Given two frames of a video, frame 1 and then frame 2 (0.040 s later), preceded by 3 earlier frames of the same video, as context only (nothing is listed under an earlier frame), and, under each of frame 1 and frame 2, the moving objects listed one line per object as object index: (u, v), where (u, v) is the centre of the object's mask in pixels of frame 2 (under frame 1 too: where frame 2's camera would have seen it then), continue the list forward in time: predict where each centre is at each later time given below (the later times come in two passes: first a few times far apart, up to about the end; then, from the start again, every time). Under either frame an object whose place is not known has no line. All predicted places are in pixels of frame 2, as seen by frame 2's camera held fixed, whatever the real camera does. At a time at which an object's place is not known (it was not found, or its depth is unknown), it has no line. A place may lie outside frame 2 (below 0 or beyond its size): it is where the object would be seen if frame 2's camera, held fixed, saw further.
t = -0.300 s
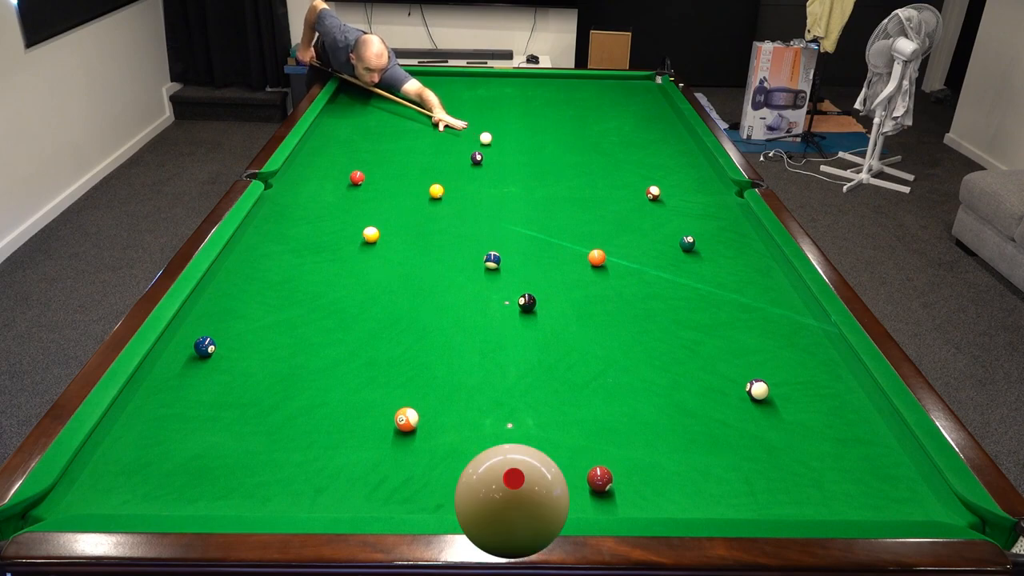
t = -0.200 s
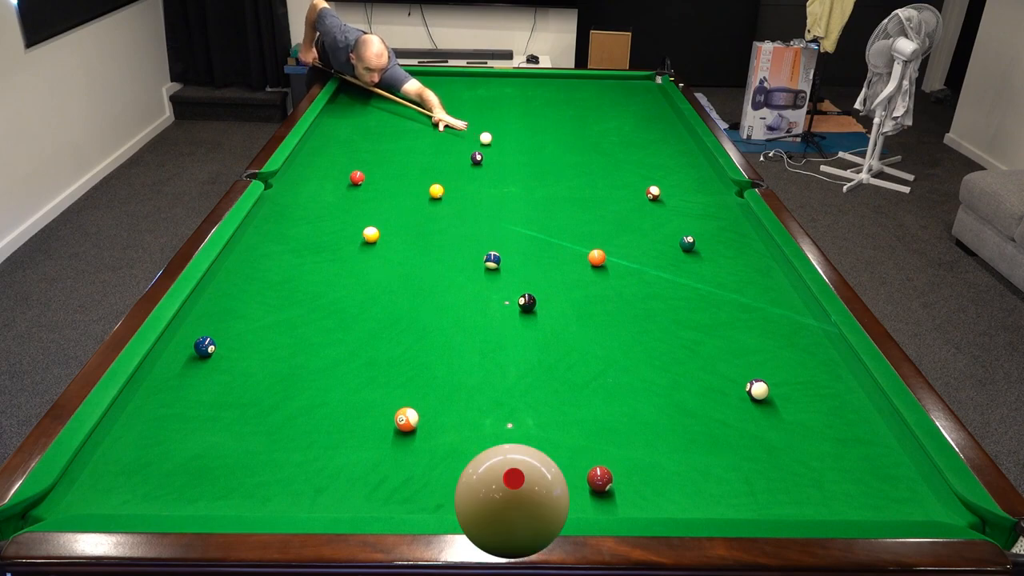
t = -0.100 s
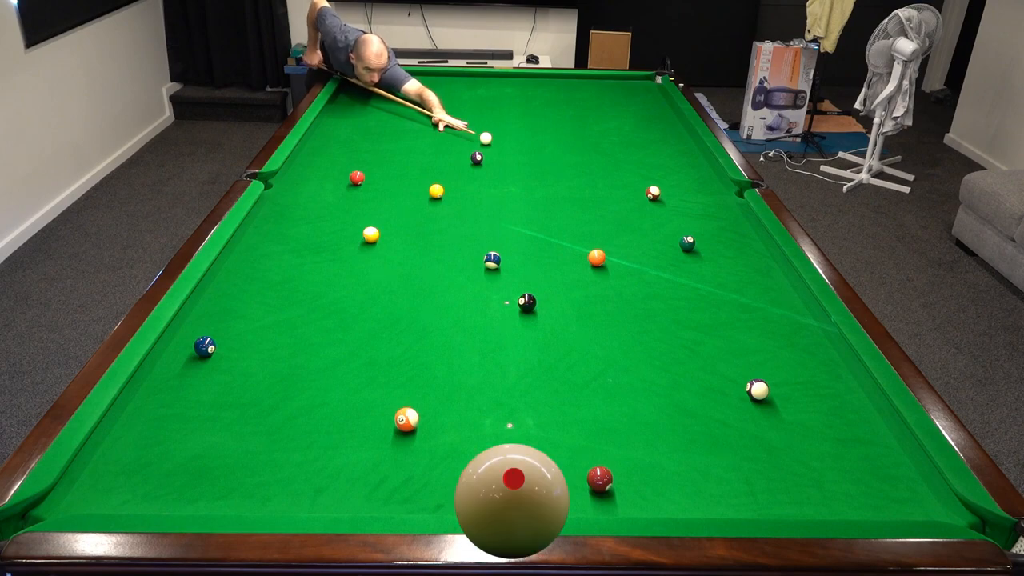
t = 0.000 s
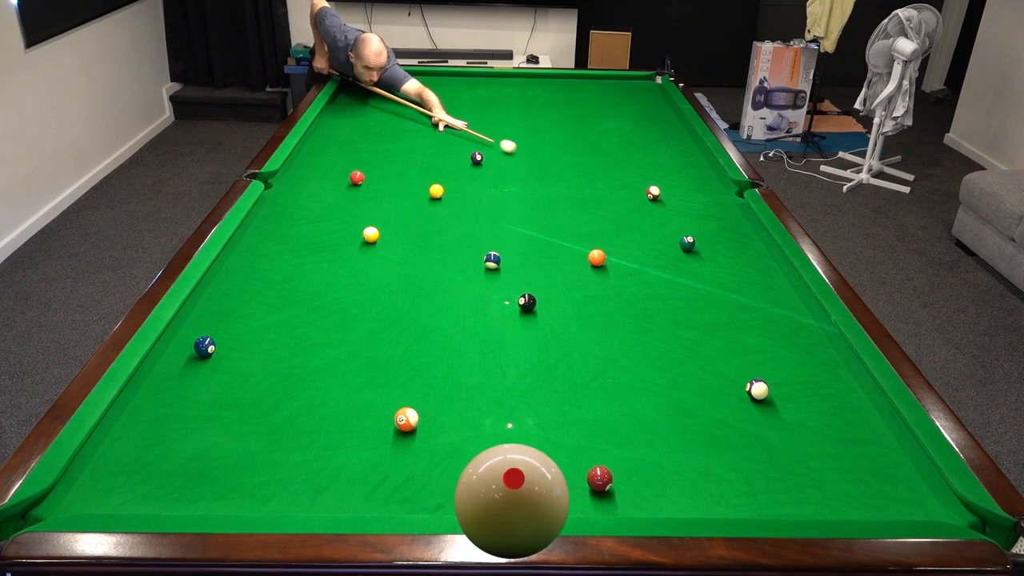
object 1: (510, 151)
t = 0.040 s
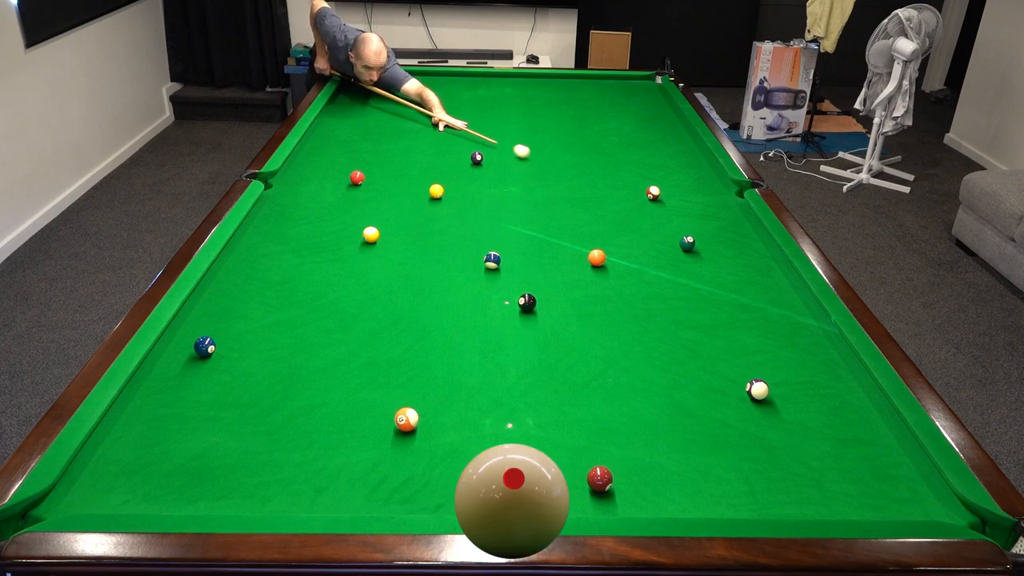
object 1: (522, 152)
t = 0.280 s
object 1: (598, 179)
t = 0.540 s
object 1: (671, 213)
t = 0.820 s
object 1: (749, 259)
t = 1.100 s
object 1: (800, 311)
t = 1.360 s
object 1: (801, 362)
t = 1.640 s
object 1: (802, 428)
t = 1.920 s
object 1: (802, 508)
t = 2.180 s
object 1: (741, 460)
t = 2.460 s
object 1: (688, 415)
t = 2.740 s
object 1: (643, 377)
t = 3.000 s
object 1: (608, 348)
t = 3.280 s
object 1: (575, 322)
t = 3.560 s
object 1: (547, 299)
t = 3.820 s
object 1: (524, 281)
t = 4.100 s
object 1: (505, 265)
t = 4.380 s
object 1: (507, 260)
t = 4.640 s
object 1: (508, 256)
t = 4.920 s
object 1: (508, 253)
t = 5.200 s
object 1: (509, 250)
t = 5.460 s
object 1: (510, 249)
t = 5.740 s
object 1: (510, 249)
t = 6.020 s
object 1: (510, 249)
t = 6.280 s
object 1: (510, 249)
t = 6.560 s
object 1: (510, 249)
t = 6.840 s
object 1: (510, 248)
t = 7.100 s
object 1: (510, 248)
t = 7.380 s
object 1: (510, 248)
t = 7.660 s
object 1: (510, 248)
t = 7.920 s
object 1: (510, 248)
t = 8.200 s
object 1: (510, 248)
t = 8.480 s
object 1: (510, 248)
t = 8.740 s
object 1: (510, 248)
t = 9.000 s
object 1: (510, 248)
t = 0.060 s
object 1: (528, 154)
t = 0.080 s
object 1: (535, 156)
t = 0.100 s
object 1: (541, 159)
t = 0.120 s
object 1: (548, 161)
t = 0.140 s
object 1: (555, 163)
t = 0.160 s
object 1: (561, 166)
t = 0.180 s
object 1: (567, 168)
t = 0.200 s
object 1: (573, 170)
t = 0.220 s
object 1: (580, 172)
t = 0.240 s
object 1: (586, 175)
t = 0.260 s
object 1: (592, 177)
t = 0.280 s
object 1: (598, 179)
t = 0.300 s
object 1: (605, 182)
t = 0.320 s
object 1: (611, 184)
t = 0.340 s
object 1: (618, 186)
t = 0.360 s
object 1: (625, 189)
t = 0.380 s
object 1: (631, 191)
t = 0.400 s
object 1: (638, 193)
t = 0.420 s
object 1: (643, 196)
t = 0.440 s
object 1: (647, 199)
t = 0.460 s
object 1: (651, 202)
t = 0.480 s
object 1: (656, 205)
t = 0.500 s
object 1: (661, 208)
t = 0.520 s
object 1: (666, 211)
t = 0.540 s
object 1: (671, 213)
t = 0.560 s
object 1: (676, 216)
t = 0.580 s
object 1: (681, 219)
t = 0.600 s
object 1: (686, 222)
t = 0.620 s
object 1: (691, 225)
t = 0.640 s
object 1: (697, 229)
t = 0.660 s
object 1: (702, 232)
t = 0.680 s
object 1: (708, 235)
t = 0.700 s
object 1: (713, 239)
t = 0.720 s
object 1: (719, 242)
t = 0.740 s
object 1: (725, 246)
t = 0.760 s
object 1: (730, 249)
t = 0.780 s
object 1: (737, 252)
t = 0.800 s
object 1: (743, 256)
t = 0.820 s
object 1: (749, 259)
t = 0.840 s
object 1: (755, 263)
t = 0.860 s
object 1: (761, 267)
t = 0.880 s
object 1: (768, 271)
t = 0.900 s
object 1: (774, 275)
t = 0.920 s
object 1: (781, 279)
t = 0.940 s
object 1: (788, 283)
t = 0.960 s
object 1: (794, 287)
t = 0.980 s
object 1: (801, 291)
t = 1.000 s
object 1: (803, 294)
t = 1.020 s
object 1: (802, 298)
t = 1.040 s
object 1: (801, 301)
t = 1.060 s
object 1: (800, 304)
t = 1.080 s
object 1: (800, 308)
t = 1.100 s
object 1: (800, 311)
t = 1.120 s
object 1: (800, 315)
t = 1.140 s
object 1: (800, 318)
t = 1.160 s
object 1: (800, 322)
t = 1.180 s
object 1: (800, 326)
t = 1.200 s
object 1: (801, 330)
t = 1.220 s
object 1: (801, 333)
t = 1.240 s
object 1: (801, 337)
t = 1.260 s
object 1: (801, 341)
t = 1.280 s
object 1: (801, 345)
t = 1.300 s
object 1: (801, 349)
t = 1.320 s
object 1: (801, 354)
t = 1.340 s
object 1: (801, 358)
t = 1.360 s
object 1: (801, 362)
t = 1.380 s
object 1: (801, 366)
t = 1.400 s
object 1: (801, 370)
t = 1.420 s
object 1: (801, 375)
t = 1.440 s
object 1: (801, 379)
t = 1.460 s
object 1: (801, 384)
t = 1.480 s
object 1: (801, 388)
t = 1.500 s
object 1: (801, 393)
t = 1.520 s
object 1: (801, 398)
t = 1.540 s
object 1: (801, 403)
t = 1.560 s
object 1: (802, 408)
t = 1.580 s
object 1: (802, 413)
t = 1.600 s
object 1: (802, 418)
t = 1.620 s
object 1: (802, 423)
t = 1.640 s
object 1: (802, 428)
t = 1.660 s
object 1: (802, 433)
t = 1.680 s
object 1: (802, 439)
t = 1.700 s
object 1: (802, 444)
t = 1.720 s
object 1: (802, 450)
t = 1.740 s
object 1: (802, 456)
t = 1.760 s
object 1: (802, 462)
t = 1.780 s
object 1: (802, 468)
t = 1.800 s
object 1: (802, 473)
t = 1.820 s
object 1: (802, 480)
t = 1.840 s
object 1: (802, 486)
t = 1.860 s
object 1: (802, 492)
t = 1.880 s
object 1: (802, 498)
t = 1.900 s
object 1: (803, 504)
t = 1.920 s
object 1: (802, 508)
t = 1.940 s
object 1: (798, 508)
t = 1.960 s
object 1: (793, 504)
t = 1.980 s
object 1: (788, 500)
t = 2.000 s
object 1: (782, 495)
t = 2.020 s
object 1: (777, 491)
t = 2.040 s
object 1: (773, 487)
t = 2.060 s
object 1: (768, 483)
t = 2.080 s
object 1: (763, 479)
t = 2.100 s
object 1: (759, 475)
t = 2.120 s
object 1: (754, 471)
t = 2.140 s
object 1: (750, 467)
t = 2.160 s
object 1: (746, 464)
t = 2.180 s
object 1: (741, 460)
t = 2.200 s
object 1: (737, 457)
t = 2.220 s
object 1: (733, 453)
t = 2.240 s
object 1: (729, 450)
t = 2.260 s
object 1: (725, 446)
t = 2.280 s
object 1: (721, 443)
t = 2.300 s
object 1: (717, 440)
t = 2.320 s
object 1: (713, 436)
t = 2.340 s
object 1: (709, 433)
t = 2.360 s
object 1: (706, 430)
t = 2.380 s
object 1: (702, 427)
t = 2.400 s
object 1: (698, 424)
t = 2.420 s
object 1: (695, 420)
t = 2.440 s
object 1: (691, 417)
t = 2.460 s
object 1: (688, 415)
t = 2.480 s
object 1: (684, 412)
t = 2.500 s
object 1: (681, 409)
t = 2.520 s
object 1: (677, 406)
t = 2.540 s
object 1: (674, 403)
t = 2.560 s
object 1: (671, 401)
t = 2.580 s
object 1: (667, 398)
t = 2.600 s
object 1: (664, 395)
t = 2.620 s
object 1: (661, 392)
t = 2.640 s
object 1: (658, 390)
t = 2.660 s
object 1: (655, 387)
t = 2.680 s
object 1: (652, 385)
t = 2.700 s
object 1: (649, 382)
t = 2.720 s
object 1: (646, 380)
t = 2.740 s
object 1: (643, 377)
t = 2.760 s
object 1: (640, 375)
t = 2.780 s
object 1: (637, 372)
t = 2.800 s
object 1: (634, 370)
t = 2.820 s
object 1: (631, 368)
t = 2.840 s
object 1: (629, 365)
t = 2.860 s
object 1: (626, 363)
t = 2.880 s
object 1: (623, 361)
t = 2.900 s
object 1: (621, 359)
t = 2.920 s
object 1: (618, 357)
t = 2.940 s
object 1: (615, 355)
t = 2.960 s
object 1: (613, 352)
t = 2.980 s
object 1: (610, 350)
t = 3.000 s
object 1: (608, 348)
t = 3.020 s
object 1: (605, 346)
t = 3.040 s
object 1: (603, 344)
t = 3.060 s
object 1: (600, 342)
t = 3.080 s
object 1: (598, 340)
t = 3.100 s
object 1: (595, 338)
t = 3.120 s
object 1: (593, 336)
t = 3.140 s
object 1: (591, 334)
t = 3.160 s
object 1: (588, 333)
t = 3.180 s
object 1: (586, 331)
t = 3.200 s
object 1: (584, 329)
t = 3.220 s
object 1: (582, 327)
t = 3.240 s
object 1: (579, 326)
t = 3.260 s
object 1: (577, 324)
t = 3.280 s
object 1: (575, 322)
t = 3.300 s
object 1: (573, 320)
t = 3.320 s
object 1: (571, 318)
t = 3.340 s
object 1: (569, 317)
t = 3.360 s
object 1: (567, 315)
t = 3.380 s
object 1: (565, 313)
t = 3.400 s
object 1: (563, 312)
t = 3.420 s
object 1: (561, 310)
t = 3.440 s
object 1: (558, 309)
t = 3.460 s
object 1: (557, 307)
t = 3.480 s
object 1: (555, 305)
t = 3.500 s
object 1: (553, 304)
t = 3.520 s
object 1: (551, 302)
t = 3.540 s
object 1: (549, 301)
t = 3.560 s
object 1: (547, 299)
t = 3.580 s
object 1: (545, 298)
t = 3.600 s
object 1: (544, 296)
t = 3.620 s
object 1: (542, 295)
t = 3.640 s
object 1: (540, 293)
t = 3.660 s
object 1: (539, 292)
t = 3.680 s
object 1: (537, 290)
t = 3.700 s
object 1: (535, 289)
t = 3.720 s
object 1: (533, 287)
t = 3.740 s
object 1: (531, 286)
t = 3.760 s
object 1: (529, 285)
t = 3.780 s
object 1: (528, 284)
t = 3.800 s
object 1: (526, 282)
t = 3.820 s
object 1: (524, 281)
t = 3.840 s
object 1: (523, 280)
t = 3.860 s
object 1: (521, 279)
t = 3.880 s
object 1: (520, 278)
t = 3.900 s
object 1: (518, 276)
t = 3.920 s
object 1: (516, 275)
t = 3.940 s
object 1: (515, 274)
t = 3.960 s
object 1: (514, 273)
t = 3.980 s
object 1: (512, 272)
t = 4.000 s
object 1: (510, 270)
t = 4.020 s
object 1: (509, 269)
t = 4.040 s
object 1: (507, 268)
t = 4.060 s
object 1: (506, 267)
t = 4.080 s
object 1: (505, 266)
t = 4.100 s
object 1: (505, 265)
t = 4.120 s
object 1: (505, 265)
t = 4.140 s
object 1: (505, 265)
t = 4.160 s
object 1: (506, 264)
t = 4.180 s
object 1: (506, 264)
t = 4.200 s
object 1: (506, 263)
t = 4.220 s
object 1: (506, 263)
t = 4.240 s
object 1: (506, 263)
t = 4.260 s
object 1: (506, 262)
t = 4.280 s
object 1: (506, 262)
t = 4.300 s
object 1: (506, 262)
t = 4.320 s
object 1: (506, 261)
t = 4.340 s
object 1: (507, 261)
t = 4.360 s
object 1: (507, 260)
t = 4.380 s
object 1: (507, 260)
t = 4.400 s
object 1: (507, 260)
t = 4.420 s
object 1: (507, 259)
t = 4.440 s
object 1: (507, 259)
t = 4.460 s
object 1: (507, 259)
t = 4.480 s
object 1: (507, 258)
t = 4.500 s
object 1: (507, 258)
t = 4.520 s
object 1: (507, 258)
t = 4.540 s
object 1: (507, 258)
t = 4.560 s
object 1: (507, 257)
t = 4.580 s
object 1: (508, 257)
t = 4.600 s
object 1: (508, 257)
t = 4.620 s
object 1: (508, 257)
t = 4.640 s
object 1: (508, 256)
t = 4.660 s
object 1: (508, 256)
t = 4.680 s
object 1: (508, 256)
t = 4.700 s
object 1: (508, 256)
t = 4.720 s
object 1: (508, 255)
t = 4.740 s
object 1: (508, 255)
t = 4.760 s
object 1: (508, 255)
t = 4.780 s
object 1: (508, 254)
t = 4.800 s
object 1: (508, 254)
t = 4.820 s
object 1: (508, 254)
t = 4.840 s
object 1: (508, 254)
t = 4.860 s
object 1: (508, 253)
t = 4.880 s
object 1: (508, 253)
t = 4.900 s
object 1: (509, 253)
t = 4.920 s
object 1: (508, 253)
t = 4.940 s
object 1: (509, 253)
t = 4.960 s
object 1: (509, 252)
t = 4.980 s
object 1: (509, 252)
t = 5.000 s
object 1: (509, 252)
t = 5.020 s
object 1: (509, 252)
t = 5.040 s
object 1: (509, 252)
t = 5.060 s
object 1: (509, 251)
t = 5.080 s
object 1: (509, 251)
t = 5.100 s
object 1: (509, 251)
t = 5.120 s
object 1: (509, 251)
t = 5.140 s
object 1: (509, 251)
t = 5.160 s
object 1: (509, 251)
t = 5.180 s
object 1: (509, 251)
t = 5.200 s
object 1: (509, 250)
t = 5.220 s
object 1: (509, 250)
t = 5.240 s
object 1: (509, 250)
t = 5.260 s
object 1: (509, 250)
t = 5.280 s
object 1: (509, 250)
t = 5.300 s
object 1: (509, 250)
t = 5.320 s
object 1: (509, 250)
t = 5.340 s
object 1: (509, 250)
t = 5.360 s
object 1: (509, 250)
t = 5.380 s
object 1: (509, 250)
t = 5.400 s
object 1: (509, 249)
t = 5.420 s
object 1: (509, 249)
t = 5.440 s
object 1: (509, 249)
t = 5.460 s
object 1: (510, 249)
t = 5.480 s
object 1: (510, 249)
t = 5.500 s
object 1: (510, 249)
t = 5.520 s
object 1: (510, 249)
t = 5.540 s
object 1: (510, 249)
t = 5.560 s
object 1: (510, 249)
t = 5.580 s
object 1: (510, 249)
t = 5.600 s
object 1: (510, 248)
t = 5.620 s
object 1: (510, 249)
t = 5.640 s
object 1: (510, 249)
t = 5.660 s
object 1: (510, 249)
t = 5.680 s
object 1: (510, 249)
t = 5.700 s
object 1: (510, 248)
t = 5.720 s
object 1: (510, 248)
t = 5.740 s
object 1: (510, 249)
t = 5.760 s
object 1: (510, 248)
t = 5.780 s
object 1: (510, 248)
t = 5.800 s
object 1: (510, 248)
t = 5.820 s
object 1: (510, 248)
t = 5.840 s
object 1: (510, 248)
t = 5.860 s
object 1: (510, 248)
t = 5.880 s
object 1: (510, 248)
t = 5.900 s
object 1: (510, 249)
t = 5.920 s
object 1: (510, 248)
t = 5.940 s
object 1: (510, 249)
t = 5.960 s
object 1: (510, 248)
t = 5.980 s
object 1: (510, 249)
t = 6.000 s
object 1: (510, 249)
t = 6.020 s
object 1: (510, 249)
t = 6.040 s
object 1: (510, 249)
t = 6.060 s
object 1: (510, 249)
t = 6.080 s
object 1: (510, 249)
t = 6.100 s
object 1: (510, 249)
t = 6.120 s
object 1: (510, 249)
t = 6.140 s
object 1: (510, 249)
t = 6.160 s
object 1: (510, 249)
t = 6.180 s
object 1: (510, 249)
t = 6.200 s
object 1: (510, 249)
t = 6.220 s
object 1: (510, 249)
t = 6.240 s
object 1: (510, 249)
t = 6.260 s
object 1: (510, 249)
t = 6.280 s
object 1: (510, 249)
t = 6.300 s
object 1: (510, 249)
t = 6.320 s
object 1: (510, 249)
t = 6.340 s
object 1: (510, 249)
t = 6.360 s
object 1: (510, 249)
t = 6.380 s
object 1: (510, 249)
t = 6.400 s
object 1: (510, 249)
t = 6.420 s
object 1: (510, 249)
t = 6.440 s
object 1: (510, 249)
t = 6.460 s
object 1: (510, 249)
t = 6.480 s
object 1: (510, 249)
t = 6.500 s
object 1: (510, 249)
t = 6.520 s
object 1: (510, 249)
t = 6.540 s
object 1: (510, 249)
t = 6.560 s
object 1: (510, 249)
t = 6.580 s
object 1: (510, 249)
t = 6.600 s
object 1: (510, 249)
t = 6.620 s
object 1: (510, 249)
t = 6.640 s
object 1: (510, 249)
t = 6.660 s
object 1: (510, 249)
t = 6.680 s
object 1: (510, 249)
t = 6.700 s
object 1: (510, 249)
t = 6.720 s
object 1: (510, 249)
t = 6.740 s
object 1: (510, 249)
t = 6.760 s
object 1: (510, 249)
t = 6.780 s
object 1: (510, 249)
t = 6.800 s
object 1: (510, 249)
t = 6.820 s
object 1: (510, 249)
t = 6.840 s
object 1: (510, 248)
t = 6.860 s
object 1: (510, 248)
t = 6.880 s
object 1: (510, 248)
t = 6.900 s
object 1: (510, 248)
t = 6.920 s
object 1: (510, 248)
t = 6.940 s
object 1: (510, 248)
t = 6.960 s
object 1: (510, 248)
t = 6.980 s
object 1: (510, 248)
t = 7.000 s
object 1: (510, 248)
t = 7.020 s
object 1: (510, 248)
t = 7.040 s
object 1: (510, 248)
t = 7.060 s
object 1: (510, 248)
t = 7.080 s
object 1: (510, 248)
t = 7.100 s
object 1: (510, 248)
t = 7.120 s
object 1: (510, 248)
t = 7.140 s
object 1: (510, 248)
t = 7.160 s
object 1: (510, 248)
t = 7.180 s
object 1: (510, 248)
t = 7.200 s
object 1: (510, 248)
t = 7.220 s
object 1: (510, 248)
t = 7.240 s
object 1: (510, 248)
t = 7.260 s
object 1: (510, 248)
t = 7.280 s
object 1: (510, 248)
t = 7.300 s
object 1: (510, 248)
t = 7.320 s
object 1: (510, 248)
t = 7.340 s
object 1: (510, 248)
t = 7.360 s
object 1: (510, 248)
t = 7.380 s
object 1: (510, 248)
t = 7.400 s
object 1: (510, 249)
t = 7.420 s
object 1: (510, 249)
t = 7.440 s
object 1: (510, 249)
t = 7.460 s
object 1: (510, 249)
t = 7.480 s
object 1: (510, 249)
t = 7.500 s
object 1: (510, 248)
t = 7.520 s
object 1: (510, 249)
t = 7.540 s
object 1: (510, 249)
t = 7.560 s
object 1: (510, 249)
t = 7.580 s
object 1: (510, 249)
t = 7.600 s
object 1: (510, 248)
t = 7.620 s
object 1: (510, 248)
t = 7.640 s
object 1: (510, 248)
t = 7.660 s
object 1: (510, 248)
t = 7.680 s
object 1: (510, 248)
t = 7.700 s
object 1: (510, 249)
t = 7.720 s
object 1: (510, 248)
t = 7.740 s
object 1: (510, 248)
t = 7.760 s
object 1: (510, 248)
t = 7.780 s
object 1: (510, 248)
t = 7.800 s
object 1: (510, 249)
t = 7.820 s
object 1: (510, 248)
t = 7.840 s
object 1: (510, 248)
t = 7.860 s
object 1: (510, 248)
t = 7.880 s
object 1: (510, 248)
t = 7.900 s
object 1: (510, 248)
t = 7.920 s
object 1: (510, 248)
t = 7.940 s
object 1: (510, 248)
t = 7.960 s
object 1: (510, 248)
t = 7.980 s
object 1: (510, 248)
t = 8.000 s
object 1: (510, 248)
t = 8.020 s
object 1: (510, 248)
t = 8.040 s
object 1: (510, 248)
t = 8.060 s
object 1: (510, 248)
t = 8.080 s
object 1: (510, 248)
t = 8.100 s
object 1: (510, 248)
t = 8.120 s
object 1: (510, 248)
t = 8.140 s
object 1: (510, 248)
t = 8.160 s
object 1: (510, 248)
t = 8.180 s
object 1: (510, 248)
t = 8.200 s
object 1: (510, 248)
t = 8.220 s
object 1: (510, 248)
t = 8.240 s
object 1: (510, 248)
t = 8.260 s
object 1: (510, 248)
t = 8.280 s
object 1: (510, 248)
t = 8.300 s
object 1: (510, 248)
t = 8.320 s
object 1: (510, 248)
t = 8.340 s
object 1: (510, 248)
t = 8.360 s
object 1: (510, 248)
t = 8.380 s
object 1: (510, 248)
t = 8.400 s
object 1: (510, 248)
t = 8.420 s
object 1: (510, 248)
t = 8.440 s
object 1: (510, 248)
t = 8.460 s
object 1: (510, 248)
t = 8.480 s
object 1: (510, 248)
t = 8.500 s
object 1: (510, 248)
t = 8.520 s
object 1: (510, 248)
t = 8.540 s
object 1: (510, 248)
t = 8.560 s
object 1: (510, 248)
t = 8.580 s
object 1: (510, 248)
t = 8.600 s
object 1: (510, 248)
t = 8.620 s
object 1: (510, 248)
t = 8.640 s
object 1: (510, 248)
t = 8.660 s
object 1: (510, 248)
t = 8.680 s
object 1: (510, 248)
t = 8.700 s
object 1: (510, 248)
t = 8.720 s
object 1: (510, 248)
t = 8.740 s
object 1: (510, 248)
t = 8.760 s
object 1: (510, 248)
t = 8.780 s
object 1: (510, 248)
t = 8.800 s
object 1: (510, 248)
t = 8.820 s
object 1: (510, 248)
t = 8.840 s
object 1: (510, 248)
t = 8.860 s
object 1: (510, 248)
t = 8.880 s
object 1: (510, 248)
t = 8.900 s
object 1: (510, 248)
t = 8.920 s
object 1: (510, 248)
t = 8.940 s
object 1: (510, 248)
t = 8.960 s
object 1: (510, 248)
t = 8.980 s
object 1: (510, 248)
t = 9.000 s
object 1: (510, 248)
